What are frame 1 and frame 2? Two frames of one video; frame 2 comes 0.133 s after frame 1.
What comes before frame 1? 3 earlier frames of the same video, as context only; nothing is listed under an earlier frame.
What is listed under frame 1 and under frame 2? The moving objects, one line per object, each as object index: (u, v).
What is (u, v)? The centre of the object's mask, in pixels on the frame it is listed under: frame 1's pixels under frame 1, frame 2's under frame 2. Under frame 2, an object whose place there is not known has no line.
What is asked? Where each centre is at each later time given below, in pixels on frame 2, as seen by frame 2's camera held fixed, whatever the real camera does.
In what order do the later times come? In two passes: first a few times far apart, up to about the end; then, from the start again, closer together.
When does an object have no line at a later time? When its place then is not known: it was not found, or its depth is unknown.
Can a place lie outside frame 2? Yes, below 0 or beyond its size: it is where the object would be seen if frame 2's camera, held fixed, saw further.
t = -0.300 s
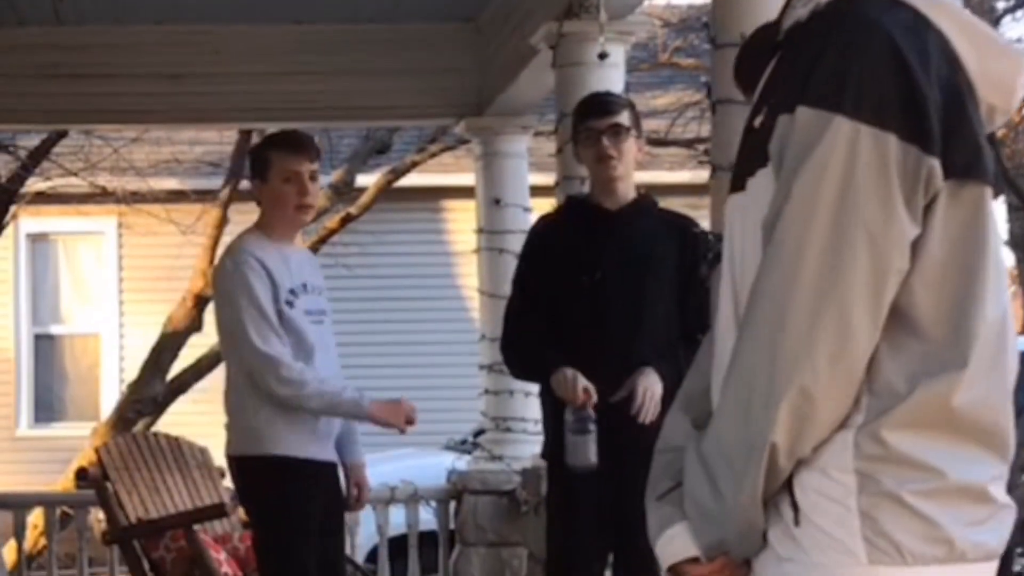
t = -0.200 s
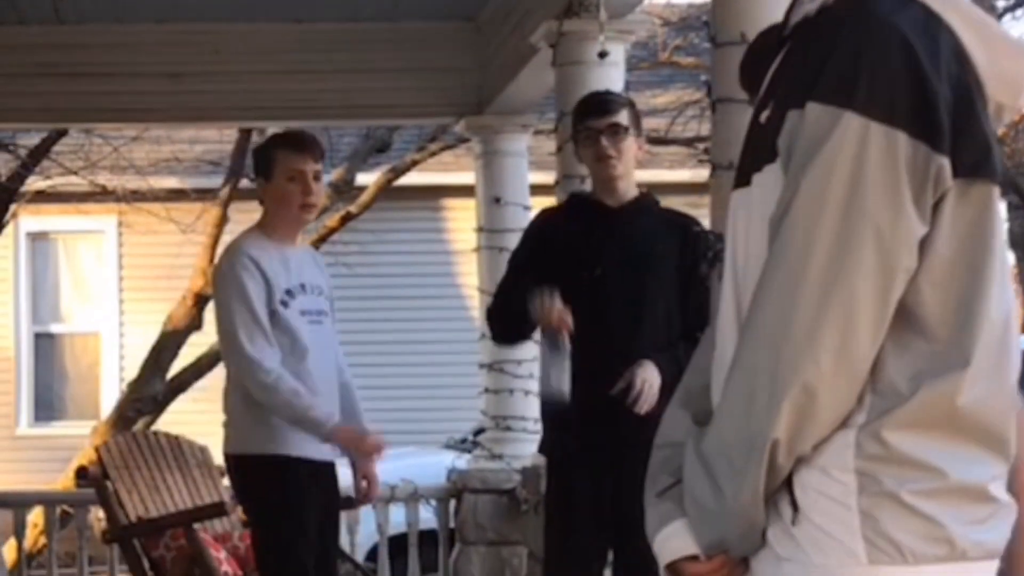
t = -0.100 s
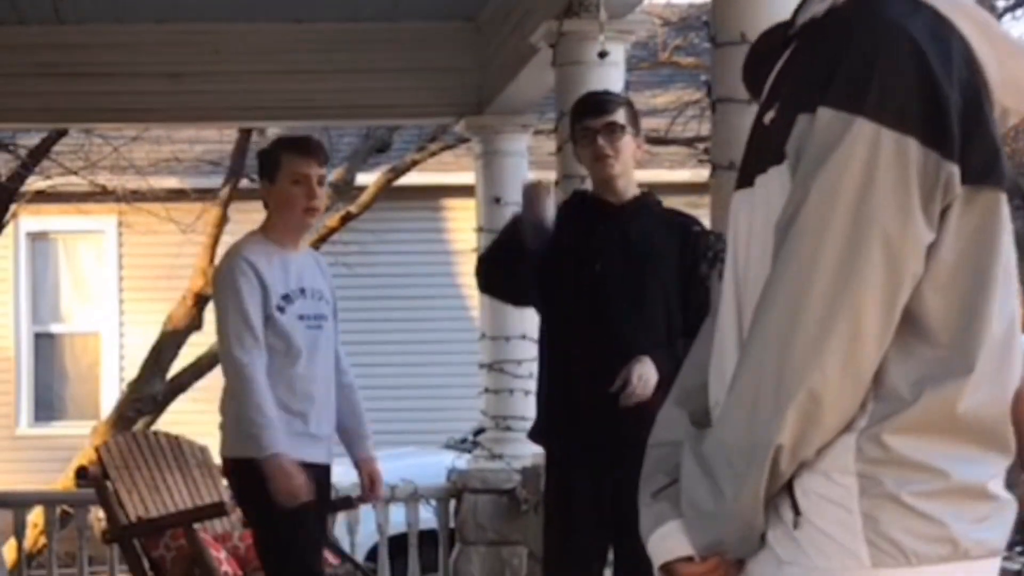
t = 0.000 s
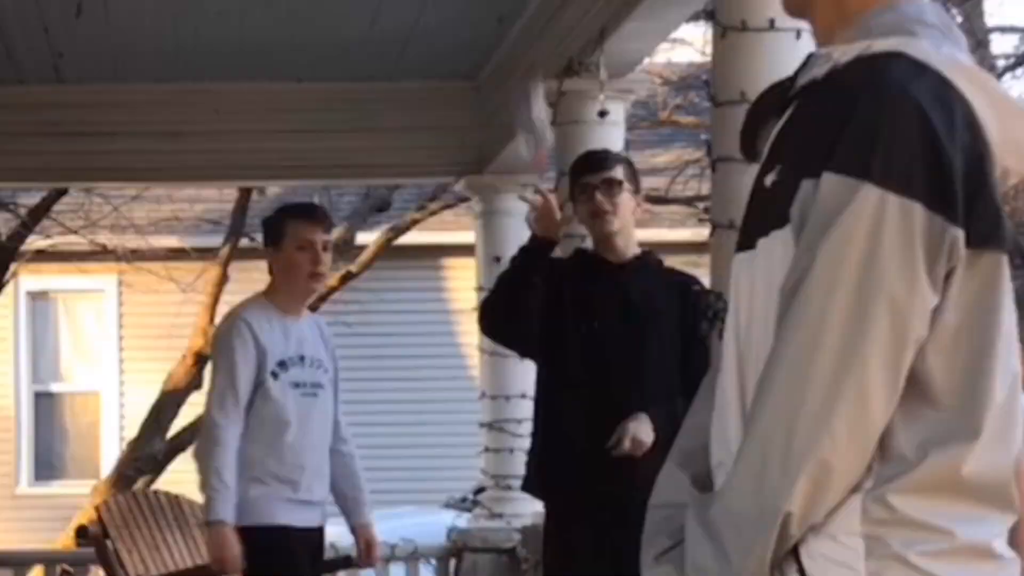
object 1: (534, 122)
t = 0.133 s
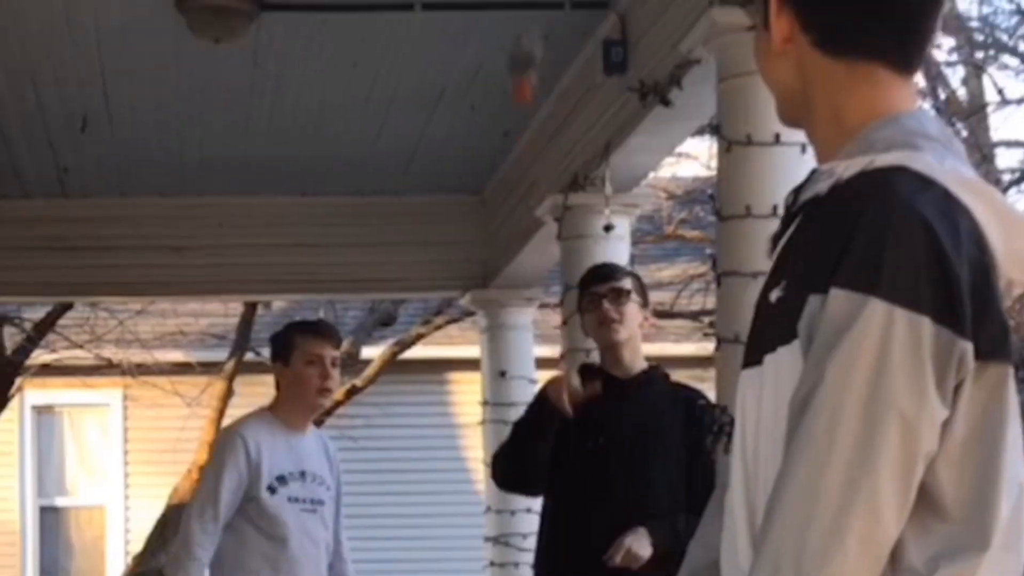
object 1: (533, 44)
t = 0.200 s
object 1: (534, 0)
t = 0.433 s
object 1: (515, -23)
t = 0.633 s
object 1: (503, 123)
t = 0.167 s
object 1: (532, 16)
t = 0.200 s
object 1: (534, 0)
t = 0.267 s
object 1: (526, -16)
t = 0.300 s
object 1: (520, -25)
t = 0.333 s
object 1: (520, -31)
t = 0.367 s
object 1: (519, -34)
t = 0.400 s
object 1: (517, -28)
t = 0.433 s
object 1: (515, -23)
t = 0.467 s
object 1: (512, -9)
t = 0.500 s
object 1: (509, 6)
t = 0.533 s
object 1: (507, 27)
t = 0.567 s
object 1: (507, 55)
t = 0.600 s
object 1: (505, 88)
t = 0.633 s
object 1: (503, 123)
